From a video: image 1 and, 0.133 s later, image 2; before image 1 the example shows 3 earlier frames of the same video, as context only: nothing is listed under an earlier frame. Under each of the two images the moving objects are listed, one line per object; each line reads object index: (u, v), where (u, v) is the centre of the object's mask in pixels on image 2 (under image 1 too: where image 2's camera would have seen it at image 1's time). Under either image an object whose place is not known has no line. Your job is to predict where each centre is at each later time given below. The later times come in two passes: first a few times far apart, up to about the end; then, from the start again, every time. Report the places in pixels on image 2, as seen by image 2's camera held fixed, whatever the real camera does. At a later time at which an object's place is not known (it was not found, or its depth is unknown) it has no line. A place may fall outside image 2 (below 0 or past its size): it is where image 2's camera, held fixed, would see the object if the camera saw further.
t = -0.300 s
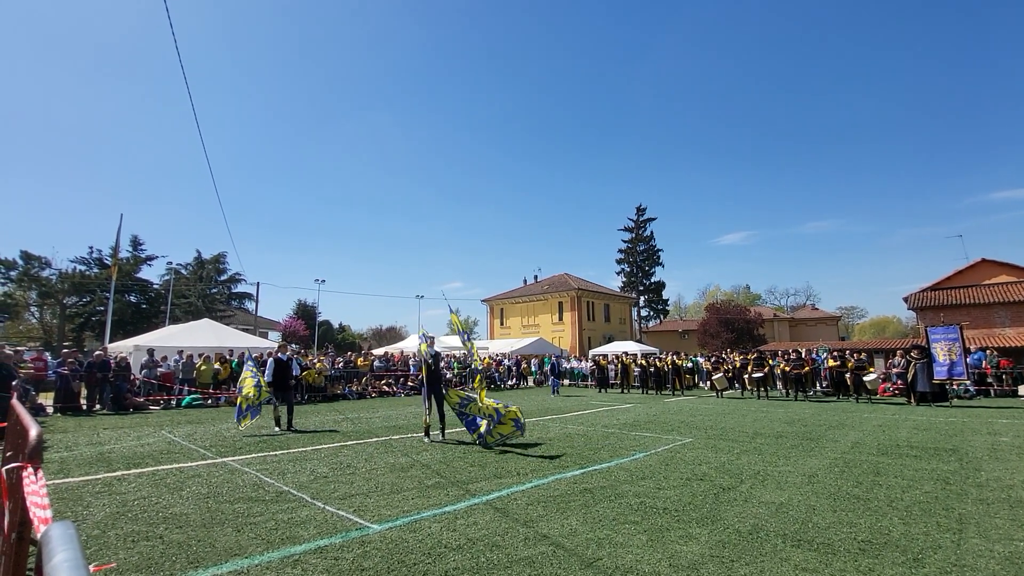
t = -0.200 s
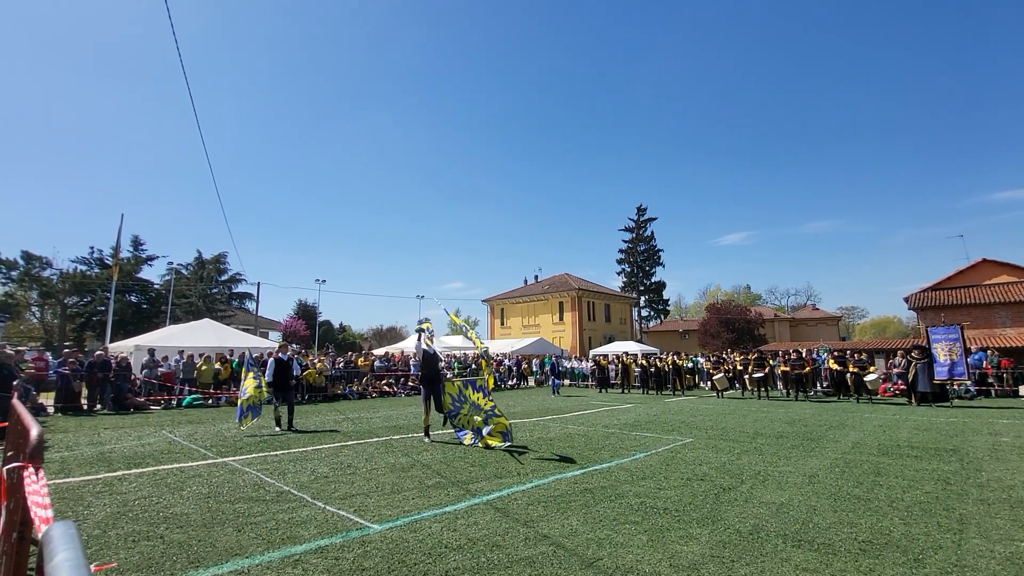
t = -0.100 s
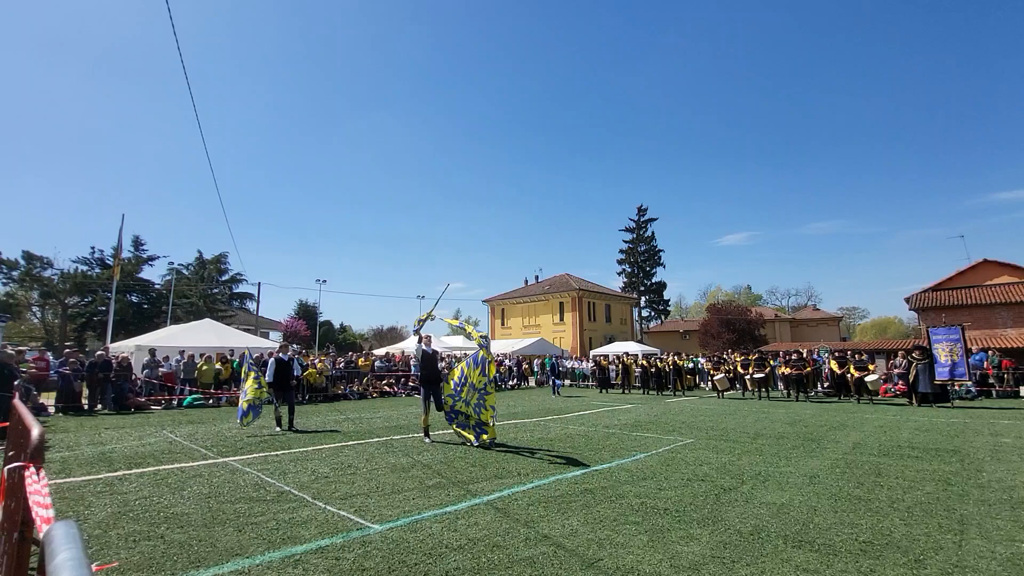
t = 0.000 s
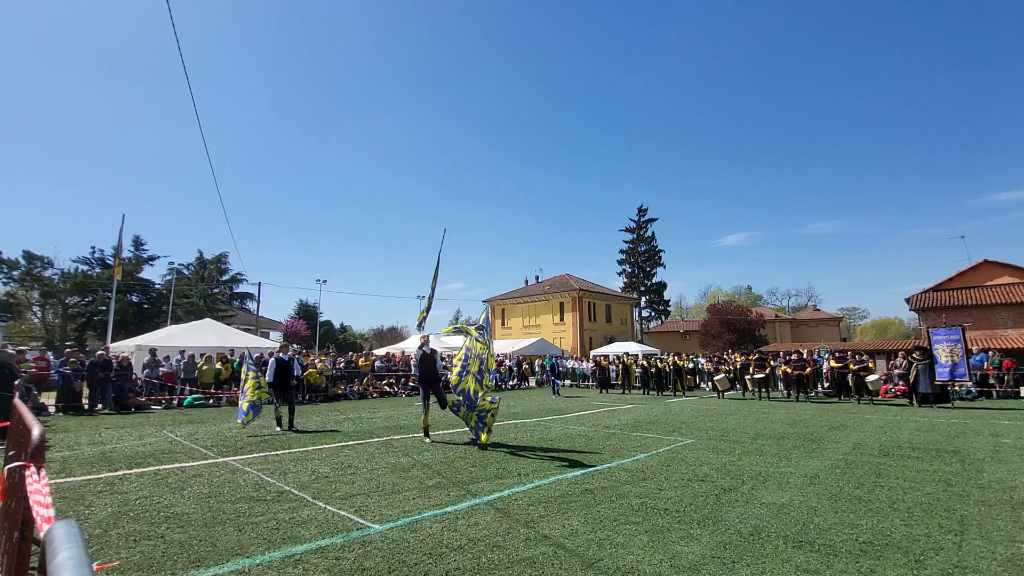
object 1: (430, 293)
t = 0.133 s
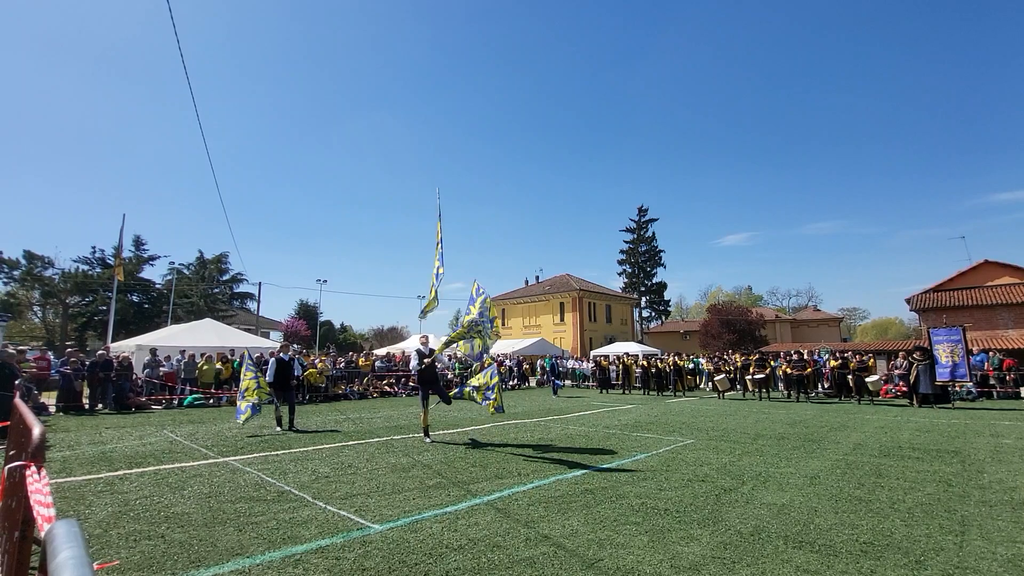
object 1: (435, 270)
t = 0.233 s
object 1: (443, 225)
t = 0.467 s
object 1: (449, 145)
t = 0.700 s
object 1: (434, 119)
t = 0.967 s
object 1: (422, 148)
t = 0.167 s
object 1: (439, 254)
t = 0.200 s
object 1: (441, 238)
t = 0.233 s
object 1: (443, 225)
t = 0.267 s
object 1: (444, 211)
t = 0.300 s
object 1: (445, 199)
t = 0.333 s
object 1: (447, 186)
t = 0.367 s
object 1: (448, 172)
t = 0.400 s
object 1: (449, 161)
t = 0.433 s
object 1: (449, 153)
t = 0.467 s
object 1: (449, 145)
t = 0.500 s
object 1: (449, 137)
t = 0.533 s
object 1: (446, 129)
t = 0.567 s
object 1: (444, 124)
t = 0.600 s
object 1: (441, 121)
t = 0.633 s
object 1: (438, 120)
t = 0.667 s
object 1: (436, 120)
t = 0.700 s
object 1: (434, 119)
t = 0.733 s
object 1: (432, 120)
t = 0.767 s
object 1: (431, 121)
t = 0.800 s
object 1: (430, 124)
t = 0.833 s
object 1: (428, 127)
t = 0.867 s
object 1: (427, 132)
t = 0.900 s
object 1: (426, 136)
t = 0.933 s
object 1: (424, 142)
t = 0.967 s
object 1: (422, 148)
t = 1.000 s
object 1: (419, 160)
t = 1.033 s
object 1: (418, 170)
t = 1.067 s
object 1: (416, 181)
